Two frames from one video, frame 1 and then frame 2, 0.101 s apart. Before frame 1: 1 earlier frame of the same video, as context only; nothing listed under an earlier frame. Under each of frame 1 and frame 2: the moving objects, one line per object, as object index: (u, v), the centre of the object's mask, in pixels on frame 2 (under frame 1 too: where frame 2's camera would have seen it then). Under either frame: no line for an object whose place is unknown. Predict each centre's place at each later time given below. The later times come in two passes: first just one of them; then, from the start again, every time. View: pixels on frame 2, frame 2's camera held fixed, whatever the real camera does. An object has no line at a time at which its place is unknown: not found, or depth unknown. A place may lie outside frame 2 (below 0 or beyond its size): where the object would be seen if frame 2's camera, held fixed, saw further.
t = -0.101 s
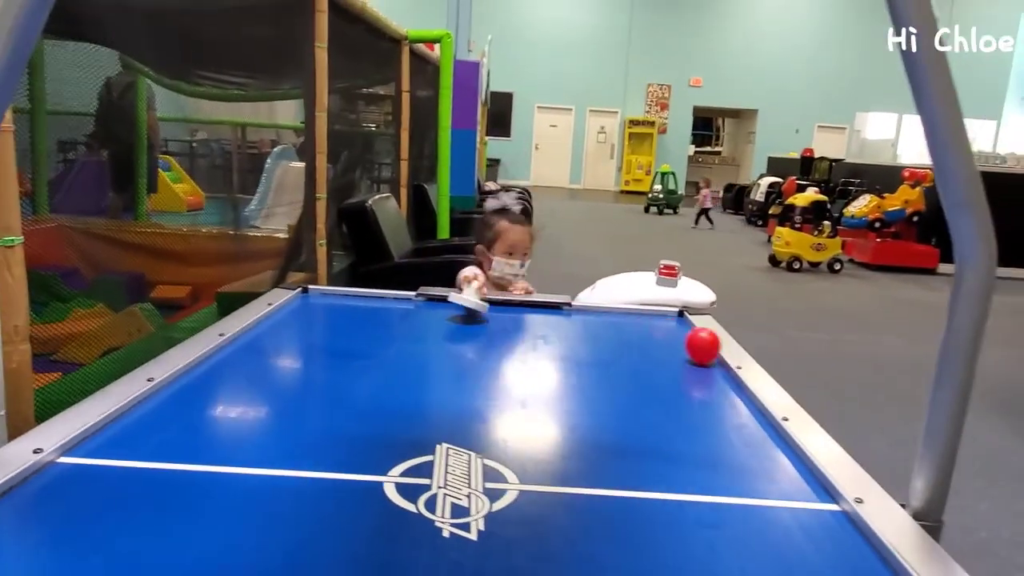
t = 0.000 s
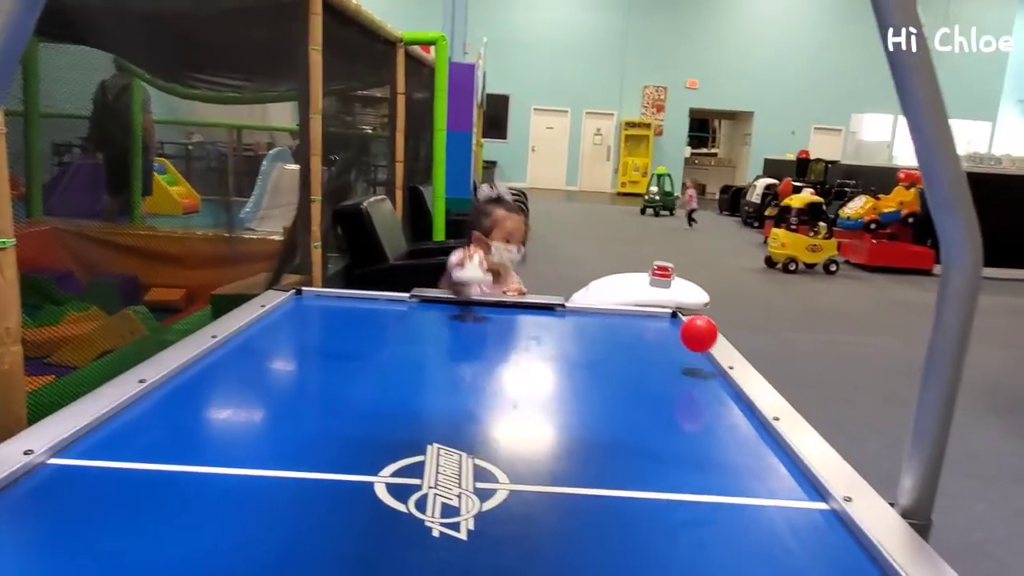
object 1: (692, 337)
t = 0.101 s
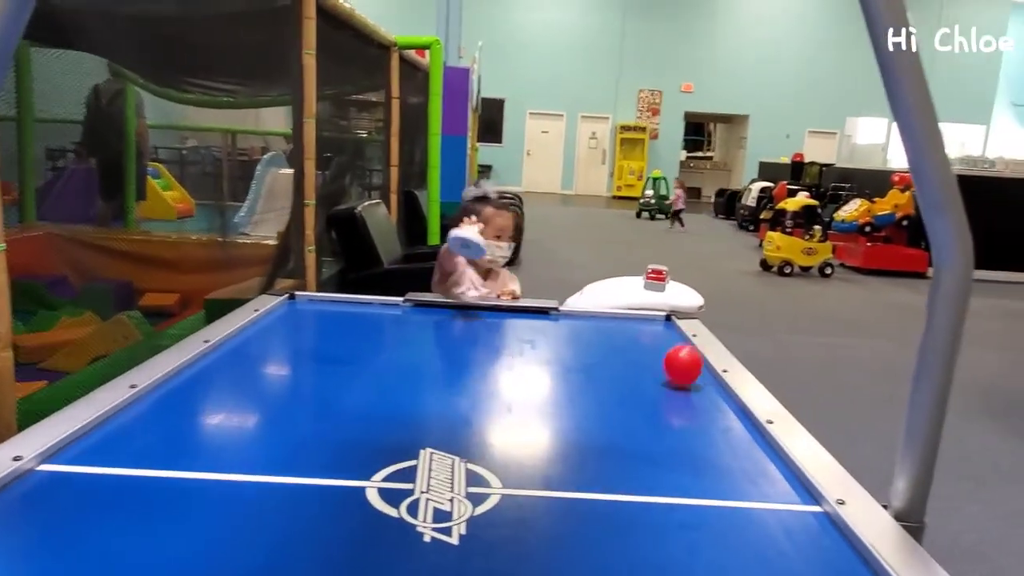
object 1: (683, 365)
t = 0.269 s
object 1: (706, 380)
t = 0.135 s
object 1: (686, 363)
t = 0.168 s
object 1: (691, 363)
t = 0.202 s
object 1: (696, 368)
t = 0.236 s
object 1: (700, 381)
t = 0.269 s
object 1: (706, 380)
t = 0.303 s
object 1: (711, 382)
